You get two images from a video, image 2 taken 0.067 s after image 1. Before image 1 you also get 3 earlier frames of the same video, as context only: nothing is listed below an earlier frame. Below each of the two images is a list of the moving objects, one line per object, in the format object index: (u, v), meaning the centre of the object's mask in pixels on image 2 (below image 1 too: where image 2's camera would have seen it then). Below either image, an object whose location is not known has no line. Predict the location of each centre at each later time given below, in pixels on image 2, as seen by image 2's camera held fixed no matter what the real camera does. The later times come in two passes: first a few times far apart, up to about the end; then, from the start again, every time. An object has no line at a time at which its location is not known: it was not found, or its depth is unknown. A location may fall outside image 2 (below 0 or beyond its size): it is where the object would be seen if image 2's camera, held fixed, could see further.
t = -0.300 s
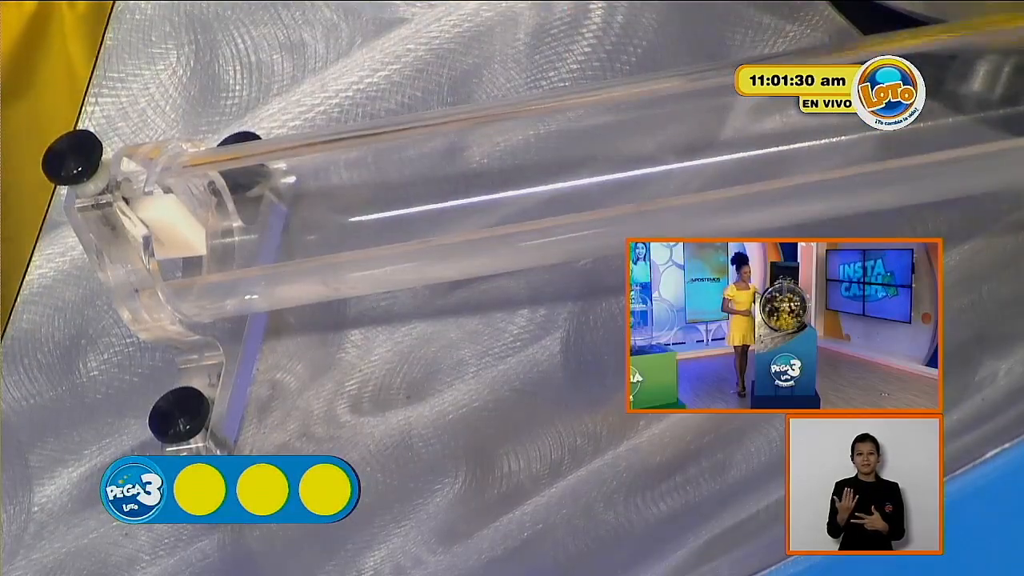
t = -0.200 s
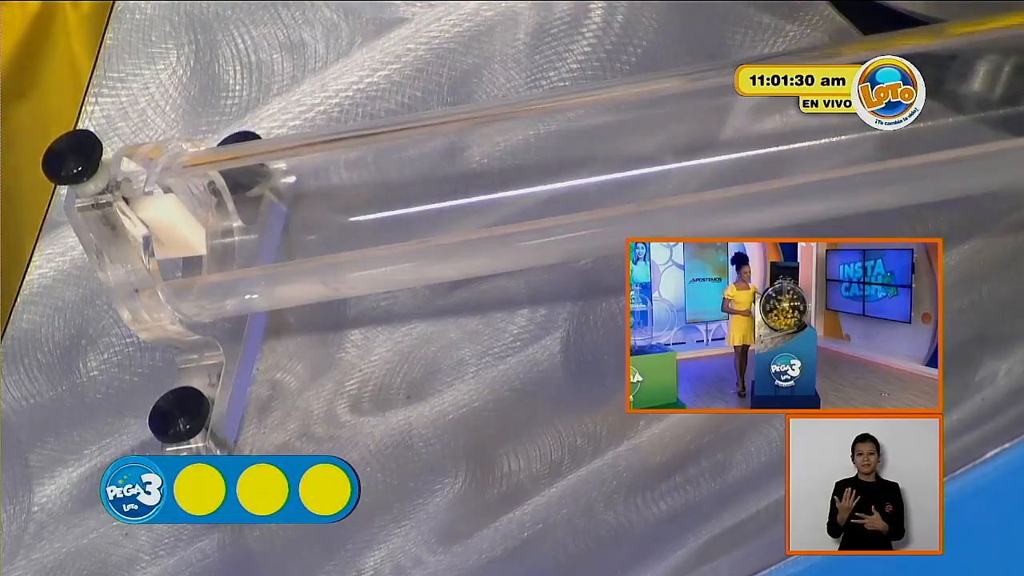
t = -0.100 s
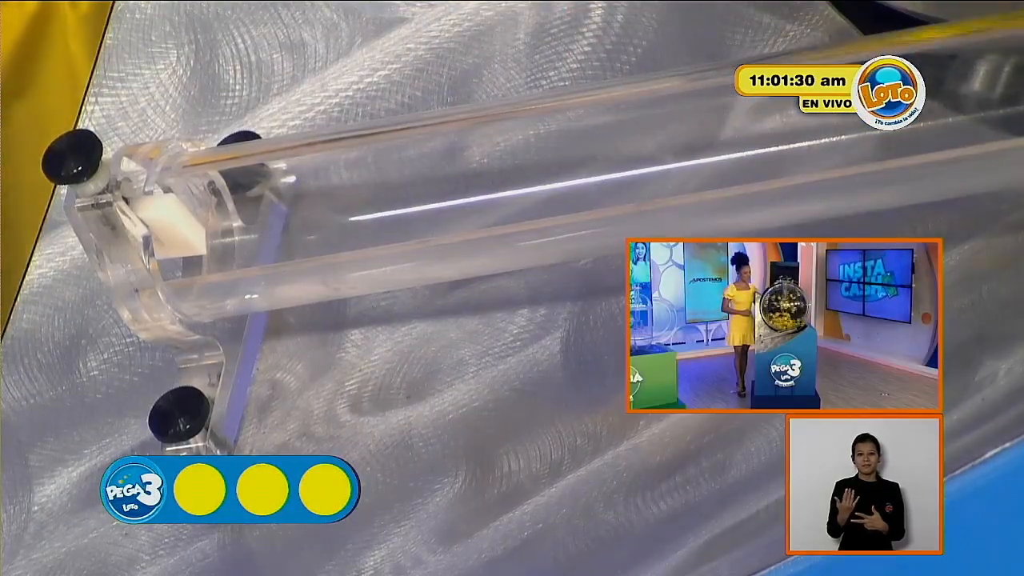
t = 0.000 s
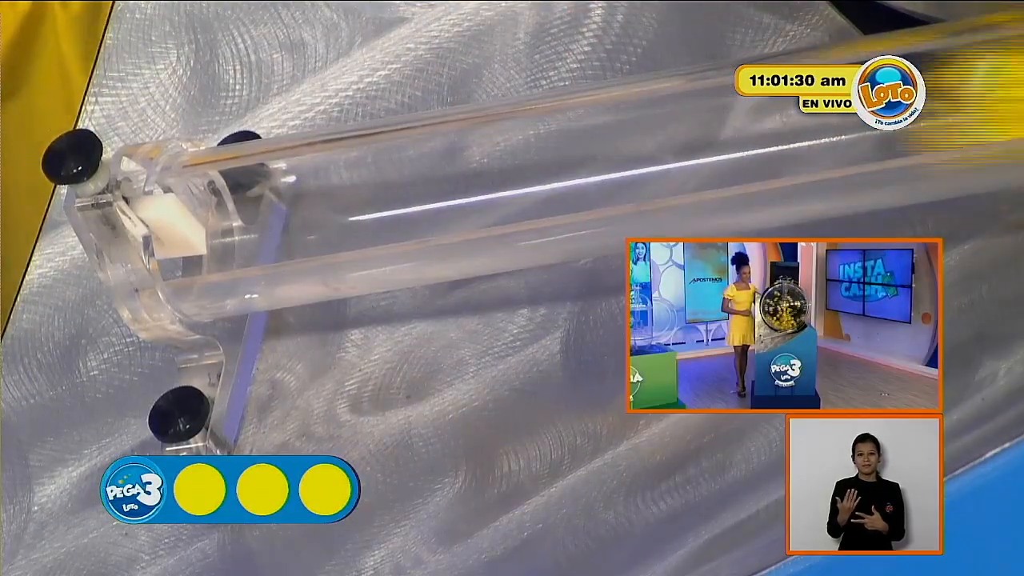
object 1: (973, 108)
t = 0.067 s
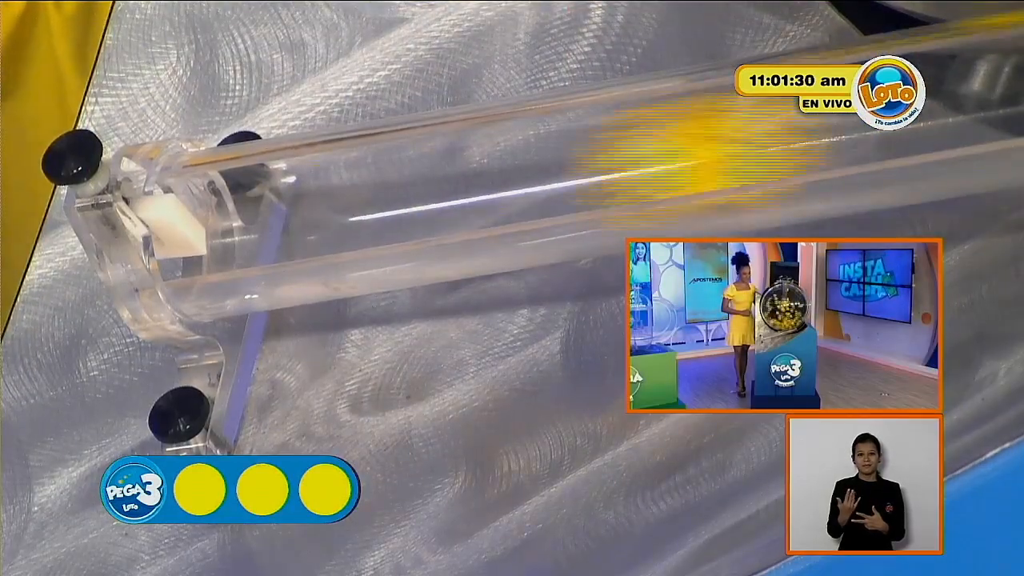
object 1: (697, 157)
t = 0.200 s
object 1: (303, 211)
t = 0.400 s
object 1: (266, 220)
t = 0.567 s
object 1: (262, 221)
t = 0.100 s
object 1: (532, 182)
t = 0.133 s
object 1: (373, 208)
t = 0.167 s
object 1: (271, 217)
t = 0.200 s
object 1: (303, 211)
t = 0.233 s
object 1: (313, 209)
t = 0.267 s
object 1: (319, 211)
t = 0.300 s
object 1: (310, 211)
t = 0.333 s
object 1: (282, 218)
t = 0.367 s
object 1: (264, 219)
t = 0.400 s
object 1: (266, 220)
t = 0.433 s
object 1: (267, 220)
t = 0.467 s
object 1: (263, 221)
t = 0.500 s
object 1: (262, 220)
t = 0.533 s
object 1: (262, 221)
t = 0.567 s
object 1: (262, 221)
